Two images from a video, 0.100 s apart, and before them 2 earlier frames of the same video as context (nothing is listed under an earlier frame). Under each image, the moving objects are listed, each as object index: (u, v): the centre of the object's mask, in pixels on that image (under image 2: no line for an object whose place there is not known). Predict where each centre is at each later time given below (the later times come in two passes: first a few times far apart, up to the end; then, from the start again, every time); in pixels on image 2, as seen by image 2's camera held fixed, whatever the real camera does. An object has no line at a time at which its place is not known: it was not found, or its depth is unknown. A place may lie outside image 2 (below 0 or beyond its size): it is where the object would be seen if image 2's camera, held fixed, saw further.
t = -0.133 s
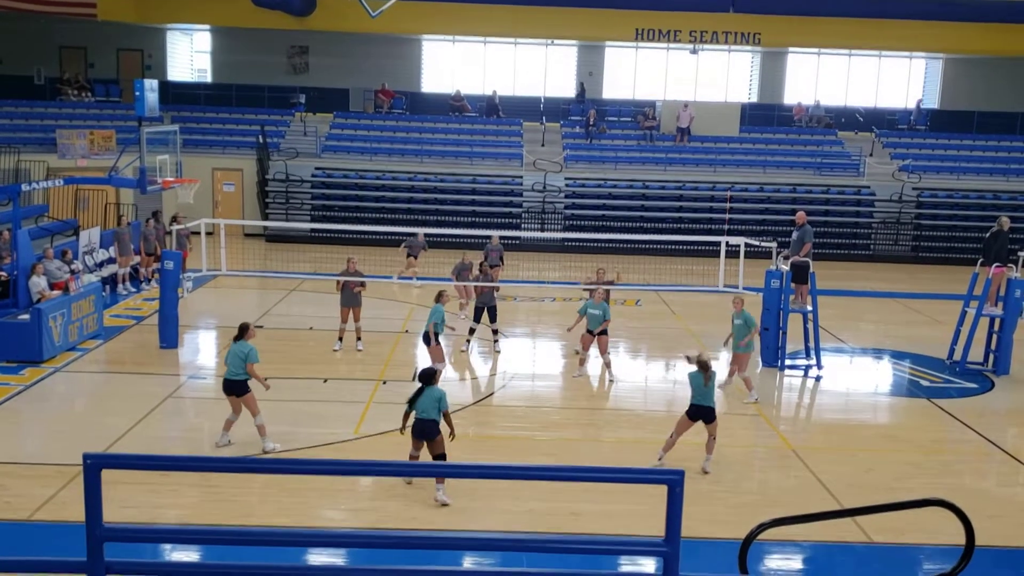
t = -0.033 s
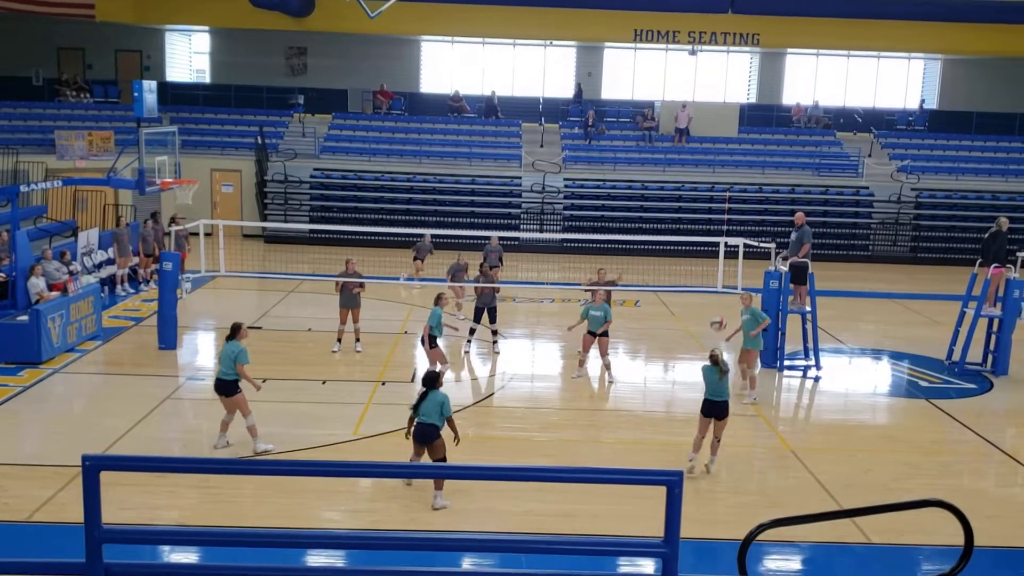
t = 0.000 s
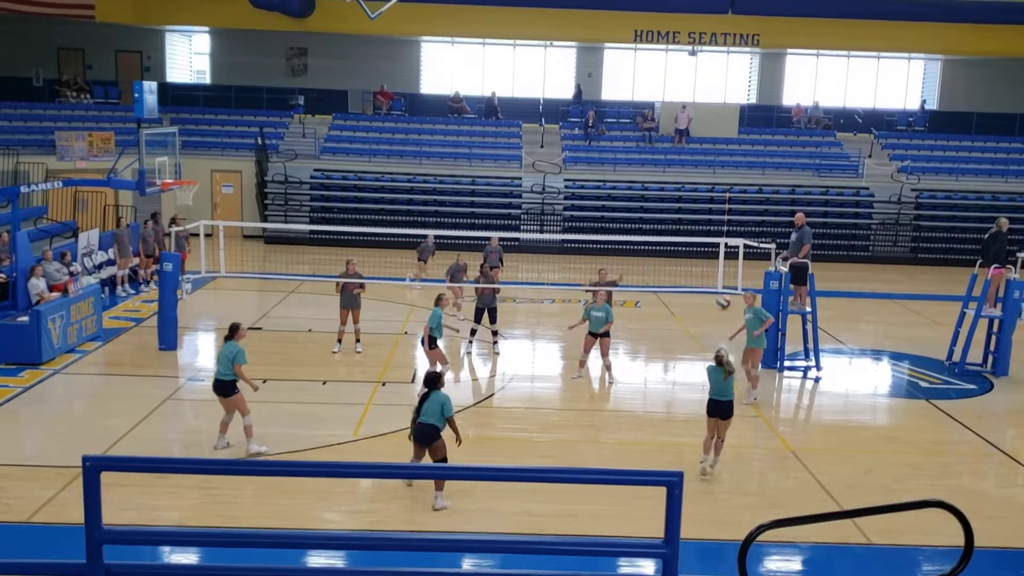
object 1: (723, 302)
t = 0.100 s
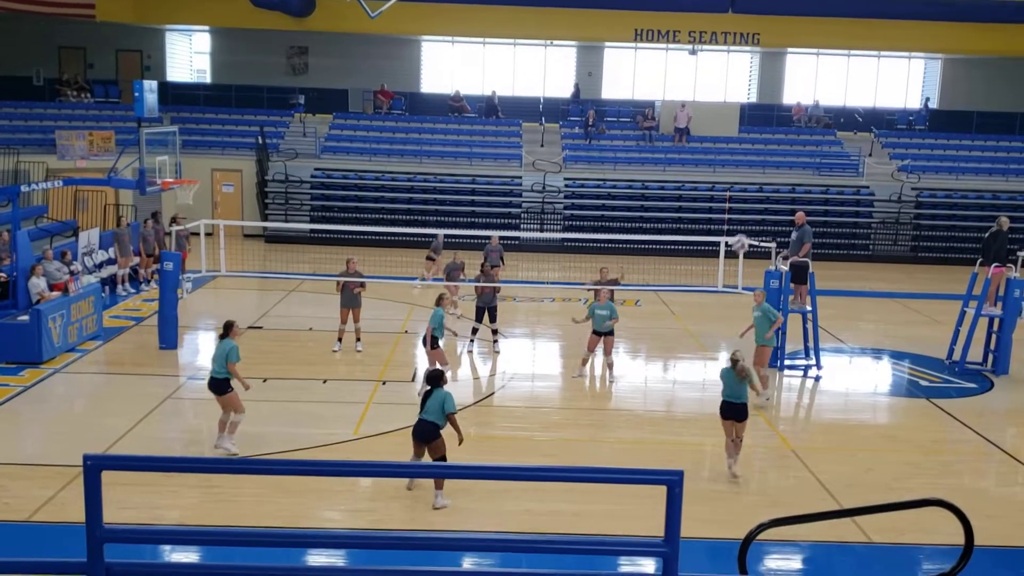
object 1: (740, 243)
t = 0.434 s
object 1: (788, 108)
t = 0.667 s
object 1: (819, 66)
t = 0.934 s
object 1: (848, 68)
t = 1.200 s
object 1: (870, 123)
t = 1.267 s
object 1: (874, 143)
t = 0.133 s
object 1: (745, 226)
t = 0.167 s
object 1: (751, 209)
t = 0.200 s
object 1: (756, 194)
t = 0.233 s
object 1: (761, 179)
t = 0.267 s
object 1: (766, 164)
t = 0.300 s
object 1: (770, 151)
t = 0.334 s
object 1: (776, 139)
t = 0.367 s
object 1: (780, 128)
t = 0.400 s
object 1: (784, 118)
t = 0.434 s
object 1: (788, 108)
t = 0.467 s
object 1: (794, 100)
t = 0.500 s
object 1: (798, 92)
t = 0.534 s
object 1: (803, 85)
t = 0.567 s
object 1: (807, 79)
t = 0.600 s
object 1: (811, 74)
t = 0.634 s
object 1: (815, 70)
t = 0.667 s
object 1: (819, 66)
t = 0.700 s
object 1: (823, 63)
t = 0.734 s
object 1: (827, 62)
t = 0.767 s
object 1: (831, 61)
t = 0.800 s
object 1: (834, 60)
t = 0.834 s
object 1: (838, 61)
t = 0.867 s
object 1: (841, 63)
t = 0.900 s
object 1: (844, 66)
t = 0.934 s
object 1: (848, 68)
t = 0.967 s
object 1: (851, 73)
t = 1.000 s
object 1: (854, 77)
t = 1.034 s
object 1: (857, 83)
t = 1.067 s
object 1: (860, 90)
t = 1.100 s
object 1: (863, 97)
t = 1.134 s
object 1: (866, 106)
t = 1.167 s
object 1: (867, 114)
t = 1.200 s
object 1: (870, 123)
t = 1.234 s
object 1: (873, 132)
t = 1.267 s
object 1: (874, 143)
